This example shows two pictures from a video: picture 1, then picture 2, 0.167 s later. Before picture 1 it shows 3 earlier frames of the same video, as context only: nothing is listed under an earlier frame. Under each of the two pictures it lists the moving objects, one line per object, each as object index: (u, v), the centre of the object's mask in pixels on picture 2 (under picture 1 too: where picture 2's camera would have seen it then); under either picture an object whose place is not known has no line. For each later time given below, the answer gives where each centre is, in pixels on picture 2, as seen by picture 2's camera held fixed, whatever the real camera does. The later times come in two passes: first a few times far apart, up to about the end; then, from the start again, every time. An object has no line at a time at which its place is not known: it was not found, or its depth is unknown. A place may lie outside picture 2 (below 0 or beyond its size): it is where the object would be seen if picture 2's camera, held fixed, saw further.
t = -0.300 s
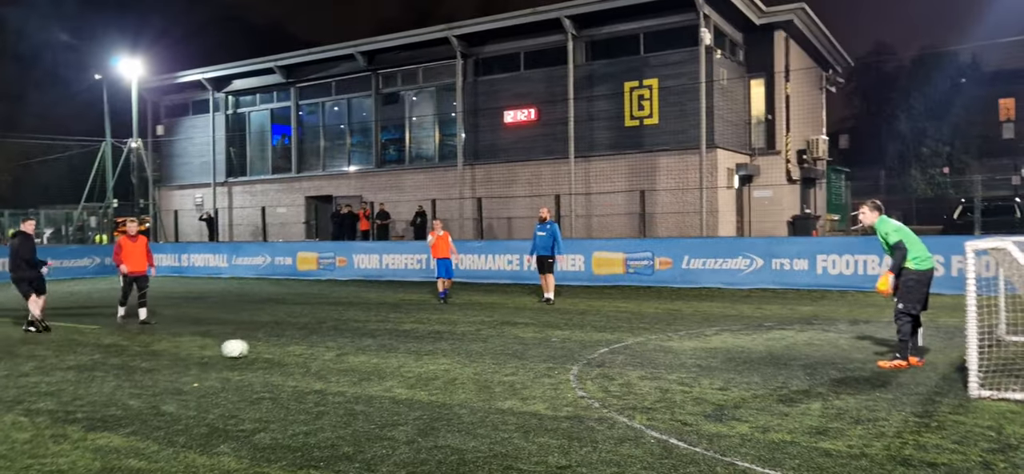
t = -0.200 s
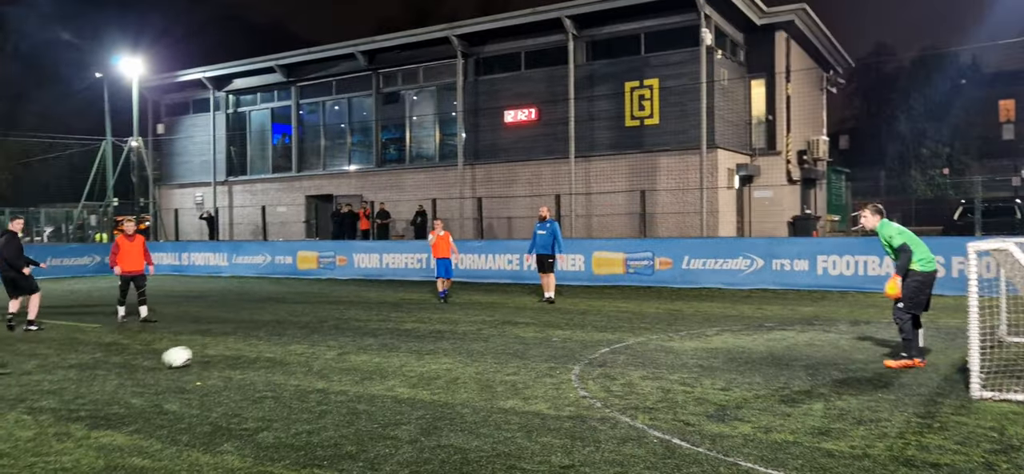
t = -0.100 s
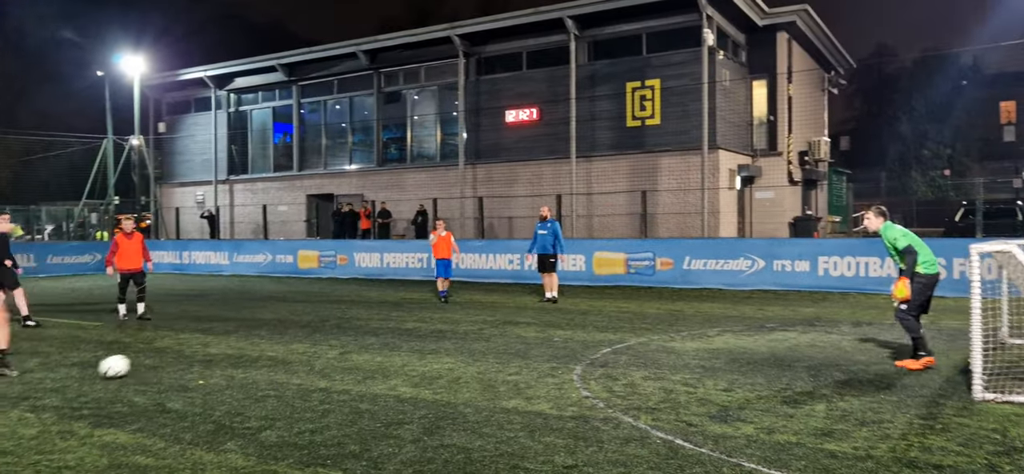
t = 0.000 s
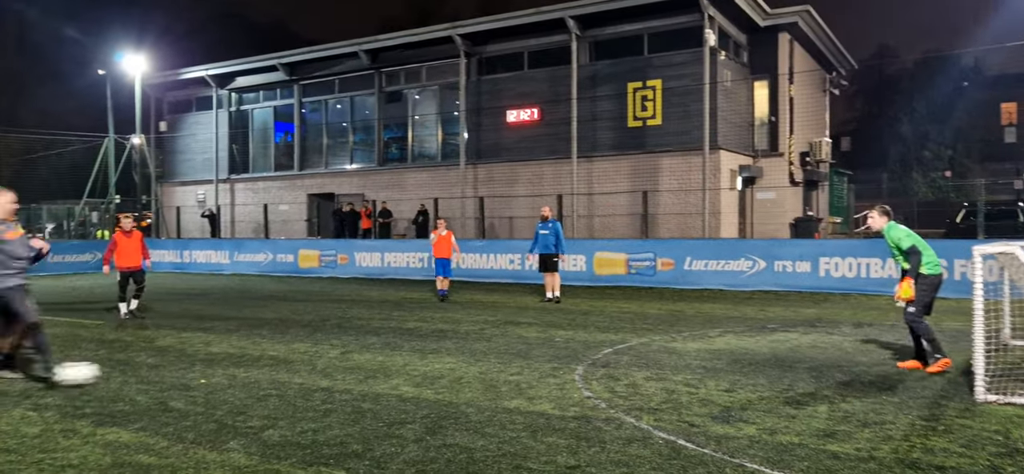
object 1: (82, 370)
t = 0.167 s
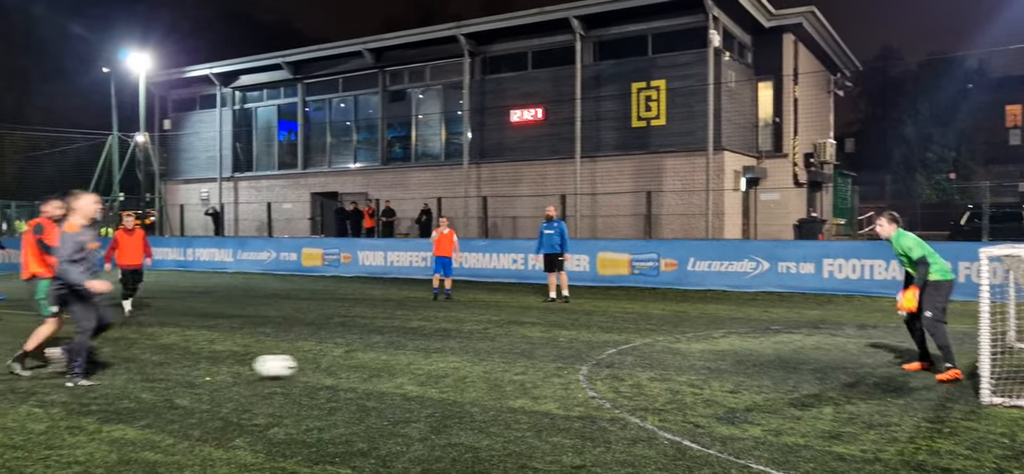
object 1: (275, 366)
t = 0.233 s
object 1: (344, 365)
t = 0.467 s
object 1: (558, 358)
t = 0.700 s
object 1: (730, 354)
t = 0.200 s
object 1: (310, 366)
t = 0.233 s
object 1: (344, 365)
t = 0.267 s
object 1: (377, 364)
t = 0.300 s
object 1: (409, 363)
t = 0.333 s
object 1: (441, 363)
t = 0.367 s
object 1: (471, 361)
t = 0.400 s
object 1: (500, 360)
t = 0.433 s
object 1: (529, 358)
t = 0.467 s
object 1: (558, 358)
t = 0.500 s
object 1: (585, 358)
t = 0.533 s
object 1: (611, 357)
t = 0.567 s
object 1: (636, 356)
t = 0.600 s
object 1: (661, 356)
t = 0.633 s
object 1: (685, 356)
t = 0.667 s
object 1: (708, 355)
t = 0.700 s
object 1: (730, 354)
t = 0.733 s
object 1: (752, 355)
